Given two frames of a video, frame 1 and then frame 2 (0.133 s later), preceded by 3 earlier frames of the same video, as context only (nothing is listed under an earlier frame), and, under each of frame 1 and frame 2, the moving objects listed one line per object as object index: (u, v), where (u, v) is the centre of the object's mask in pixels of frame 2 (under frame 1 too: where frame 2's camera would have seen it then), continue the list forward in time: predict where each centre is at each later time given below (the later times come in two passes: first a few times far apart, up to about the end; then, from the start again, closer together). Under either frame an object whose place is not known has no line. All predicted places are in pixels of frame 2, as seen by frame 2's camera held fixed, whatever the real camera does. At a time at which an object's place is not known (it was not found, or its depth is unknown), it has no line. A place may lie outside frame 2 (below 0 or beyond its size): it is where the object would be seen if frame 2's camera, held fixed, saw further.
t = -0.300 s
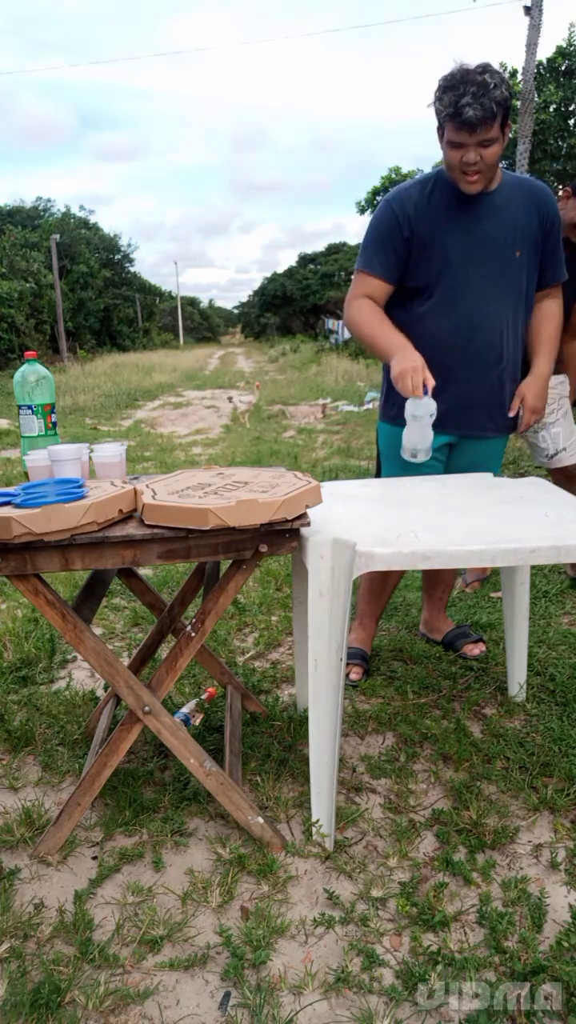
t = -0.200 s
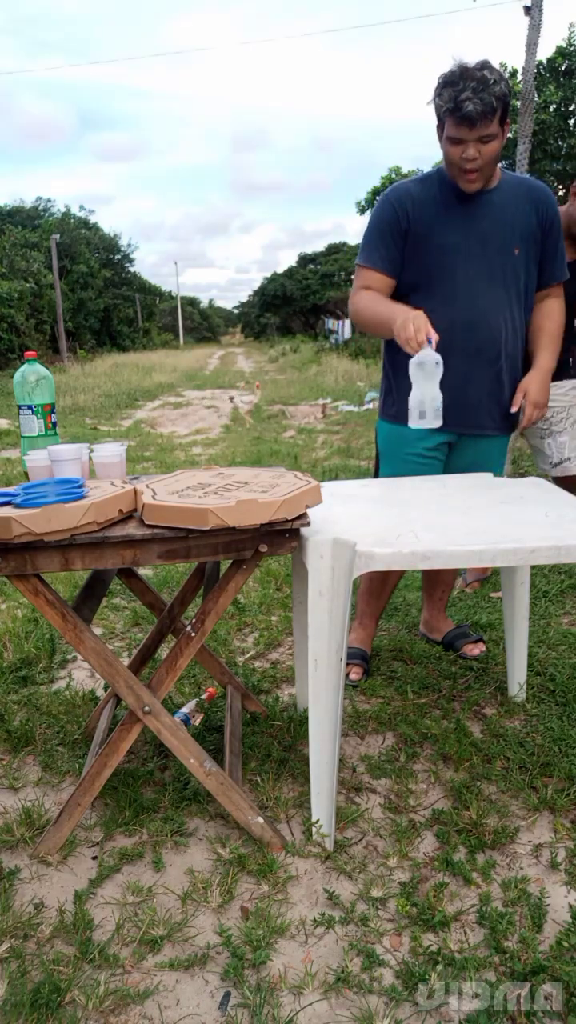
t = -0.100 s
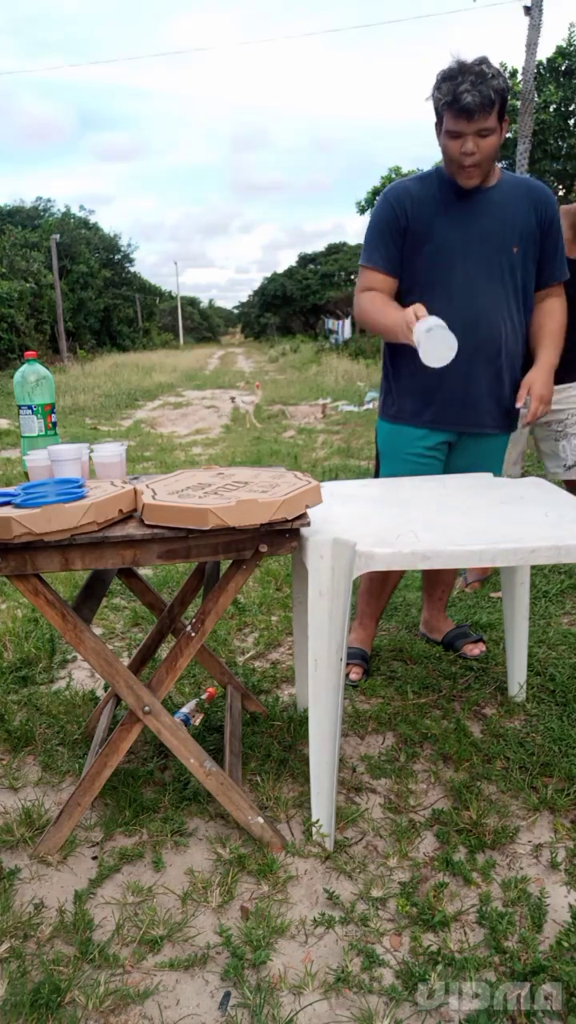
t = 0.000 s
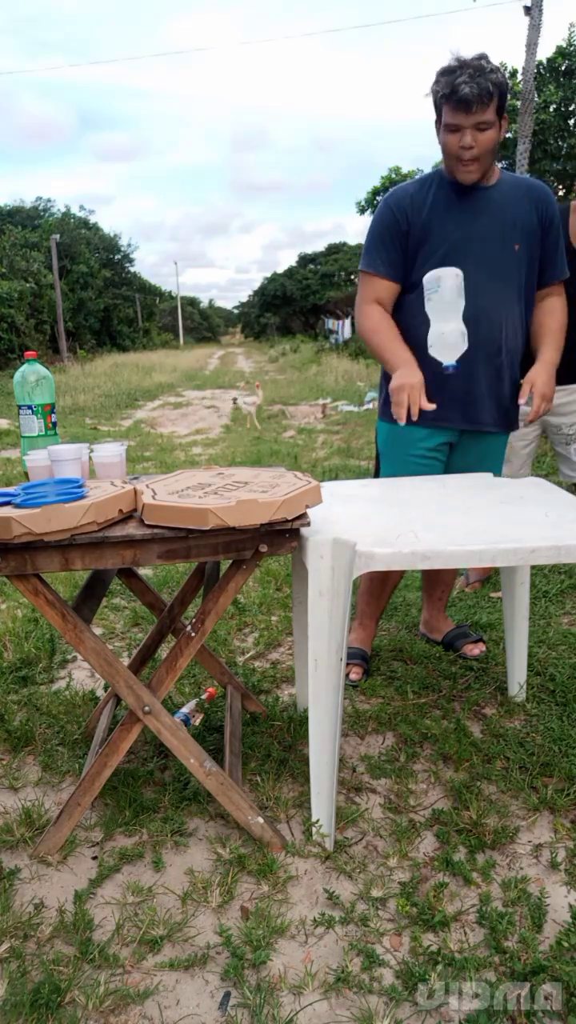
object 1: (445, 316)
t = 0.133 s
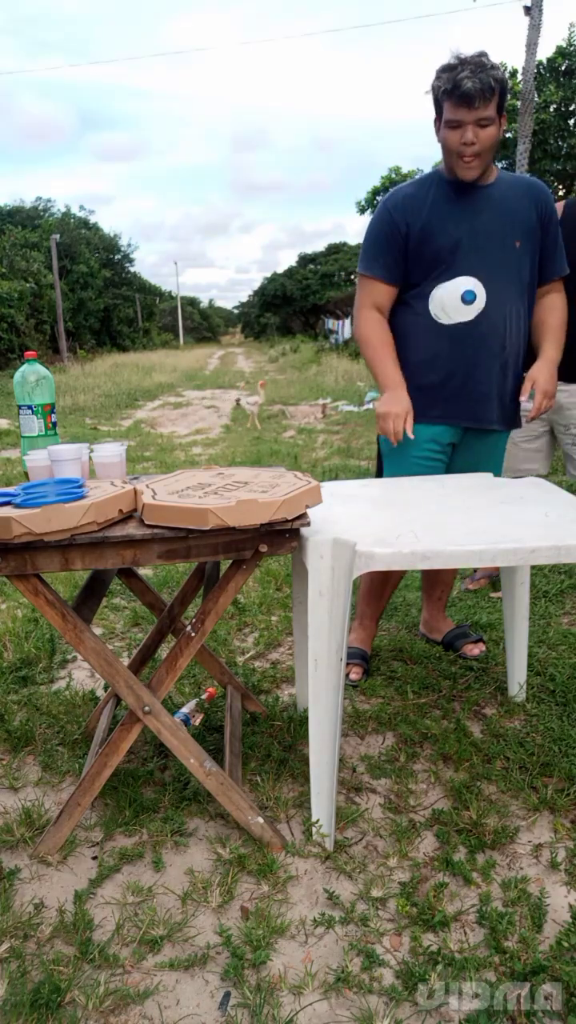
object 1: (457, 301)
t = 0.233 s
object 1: (463, 357)
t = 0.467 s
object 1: (478, 490)
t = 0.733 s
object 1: (498, 583)
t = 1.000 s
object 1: (513, 897)
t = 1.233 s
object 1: (511, 890)
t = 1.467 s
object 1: (511, 889)
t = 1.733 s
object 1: (511, 889)
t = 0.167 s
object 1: (460, 313)
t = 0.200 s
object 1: (461, 332)
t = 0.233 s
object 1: (463, 357)
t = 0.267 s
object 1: (466, 387)
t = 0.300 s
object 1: (467, 424)
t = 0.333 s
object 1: (470, 465)
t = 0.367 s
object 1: (473, 482)
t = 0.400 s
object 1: (474, 486)
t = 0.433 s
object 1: (476, 487)
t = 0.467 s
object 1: (478, 490)
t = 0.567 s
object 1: (486, 511)
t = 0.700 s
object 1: (496, 563)
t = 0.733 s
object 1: (498, 583)
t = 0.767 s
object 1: (500, 607)
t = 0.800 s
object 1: (503, 636)
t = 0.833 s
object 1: (505, 670)
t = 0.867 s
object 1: (507, 712)
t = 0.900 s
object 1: (510, 762)
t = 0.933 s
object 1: (511, 817)
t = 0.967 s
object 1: (511, 874)
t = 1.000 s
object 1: (513, 897)
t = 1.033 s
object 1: (511, 893)
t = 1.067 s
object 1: (512, 889)
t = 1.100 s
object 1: (511, 888)
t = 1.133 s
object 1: (510, 890)
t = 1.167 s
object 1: (511, 890)
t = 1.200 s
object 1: (511, 890)
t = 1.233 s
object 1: (511, 890)
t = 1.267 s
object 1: (510, 890)
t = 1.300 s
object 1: (511, 890)
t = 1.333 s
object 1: (511, 890)
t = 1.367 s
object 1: (511, 890)
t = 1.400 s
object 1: (510, 889)
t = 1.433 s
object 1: (511, 889)
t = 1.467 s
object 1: (511, 889)
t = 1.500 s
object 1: (511, 889)
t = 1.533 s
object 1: (511, 890)
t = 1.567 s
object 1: (511, 889)
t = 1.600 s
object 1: (511, 889)
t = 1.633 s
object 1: (510, 890)
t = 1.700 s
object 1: (510, 889)
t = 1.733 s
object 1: (511, 889)
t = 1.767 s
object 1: (511, 890)
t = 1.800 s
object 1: (511, 889)
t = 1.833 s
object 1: (511, 889)
